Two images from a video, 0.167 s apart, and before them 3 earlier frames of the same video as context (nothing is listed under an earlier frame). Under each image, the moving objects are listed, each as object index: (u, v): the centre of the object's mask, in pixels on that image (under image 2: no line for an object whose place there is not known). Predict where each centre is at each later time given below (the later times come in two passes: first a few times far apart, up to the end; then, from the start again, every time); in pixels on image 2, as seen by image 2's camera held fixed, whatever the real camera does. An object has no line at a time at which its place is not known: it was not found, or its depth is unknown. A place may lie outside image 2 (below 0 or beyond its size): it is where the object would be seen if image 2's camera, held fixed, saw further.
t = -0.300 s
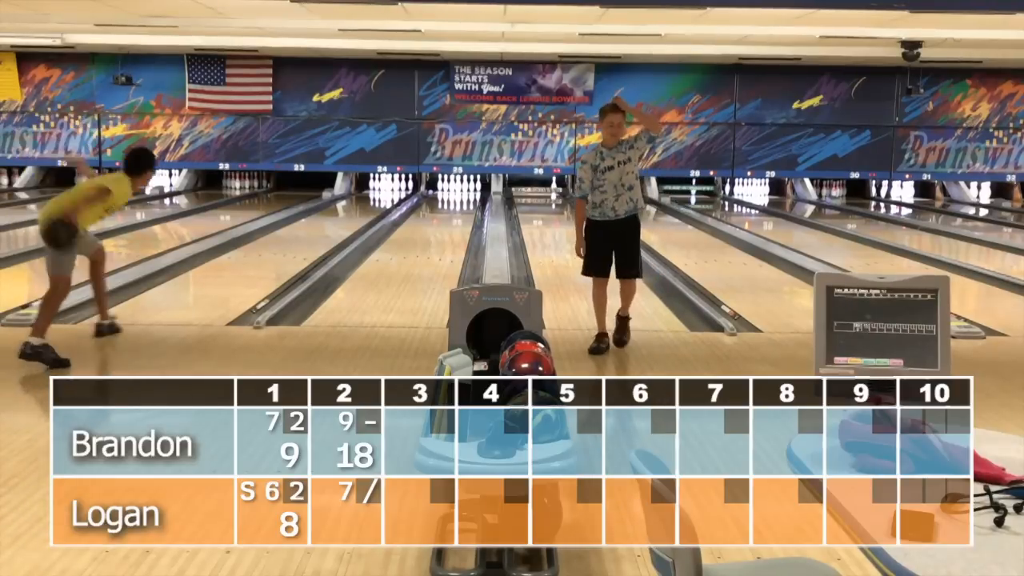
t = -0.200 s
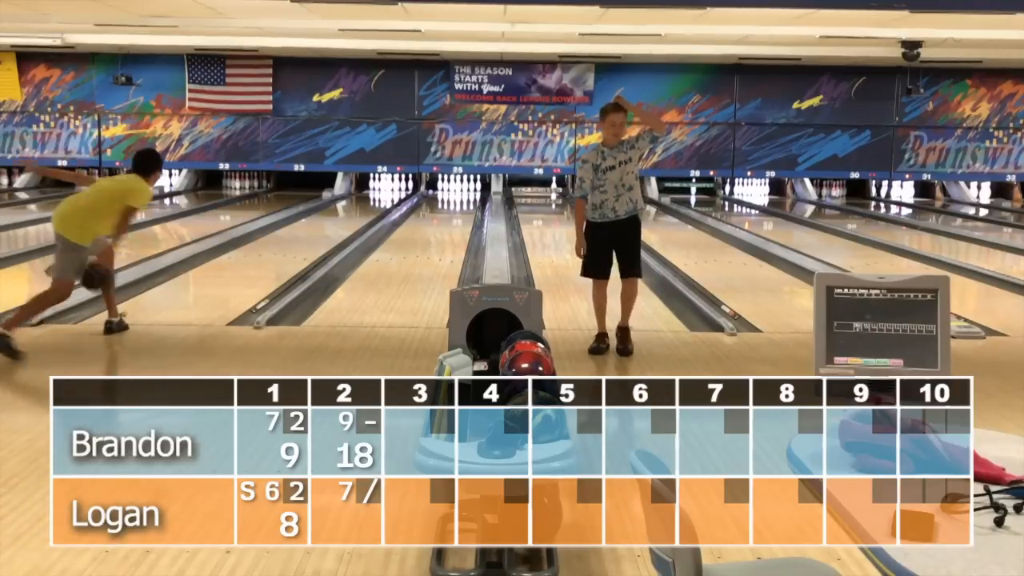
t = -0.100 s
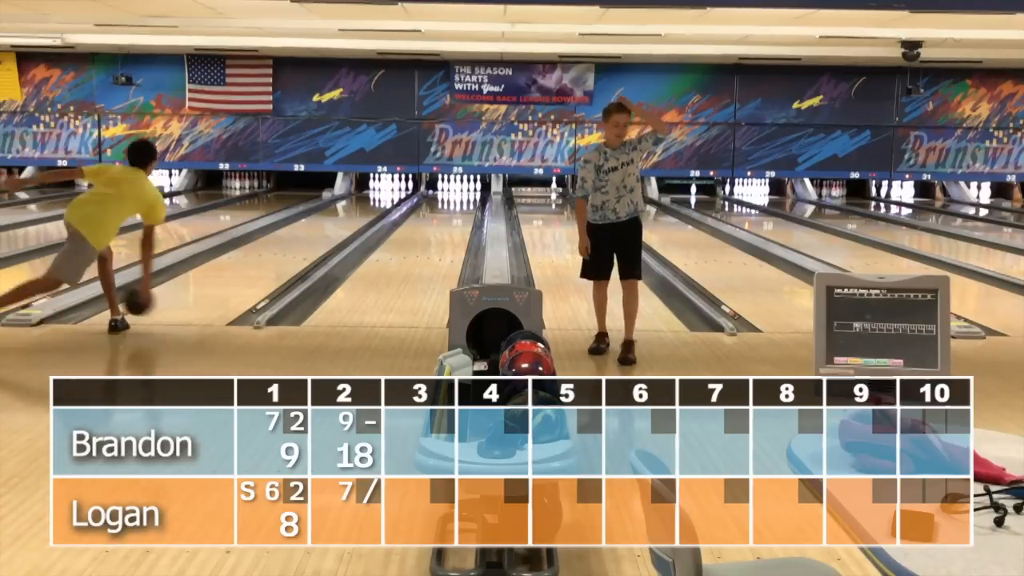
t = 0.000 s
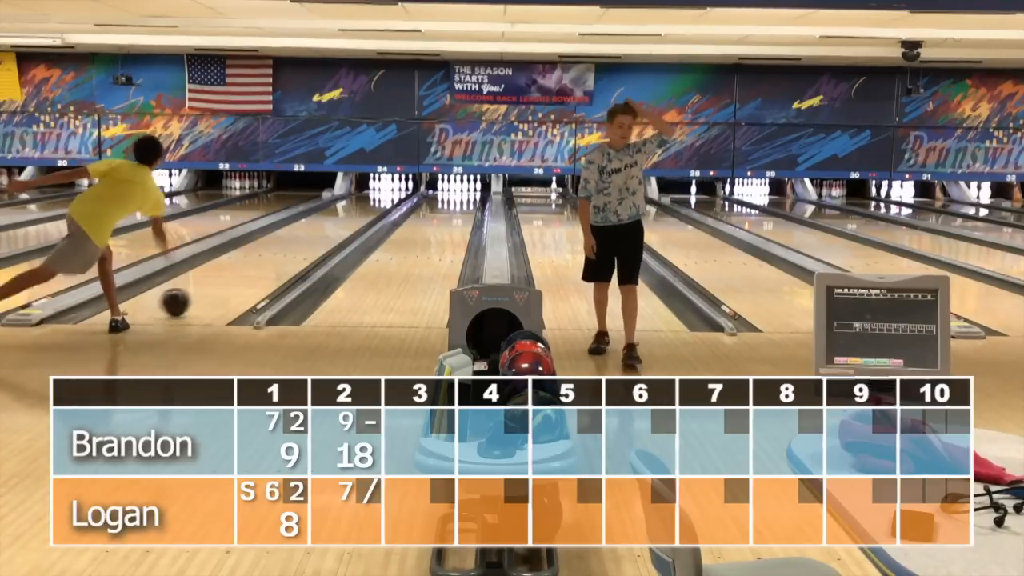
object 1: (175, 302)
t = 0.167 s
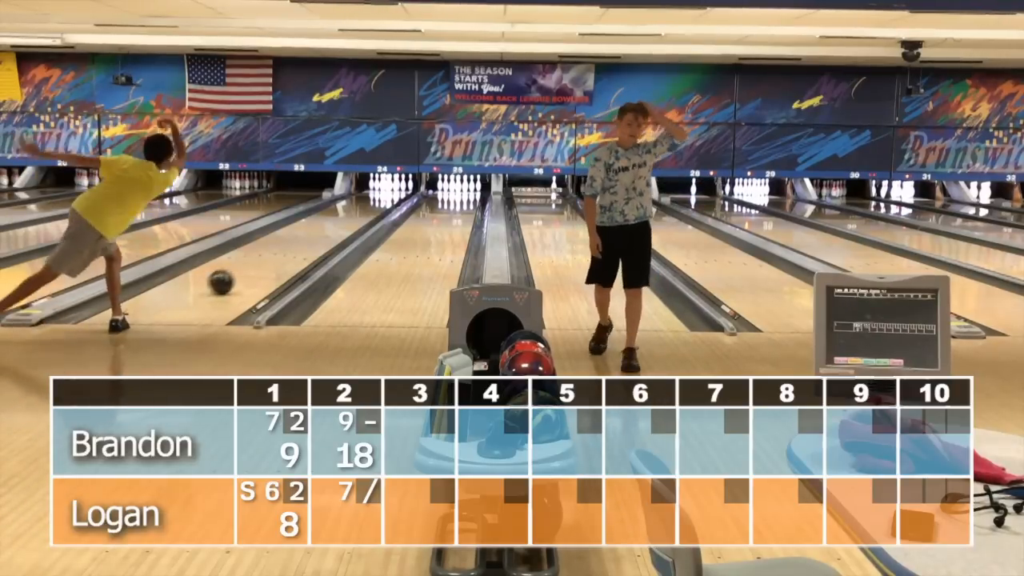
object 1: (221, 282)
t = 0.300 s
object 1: (249, 267)
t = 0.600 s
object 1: (297, 244)
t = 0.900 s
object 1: (329, 229)
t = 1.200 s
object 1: (352, 217)
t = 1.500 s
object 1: (367, 208)
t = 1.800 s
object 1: (379, 201)
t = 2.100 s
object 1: (387, 195)
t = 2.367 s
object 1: (391, 191)
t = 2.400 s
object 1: (391, 190)
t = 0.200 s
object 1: (229, 277)
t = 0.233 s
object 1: (236, 274)
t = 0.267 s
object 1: (243, 271)
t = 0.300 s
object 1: (249, 267)
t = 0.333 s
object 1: (256, 265)
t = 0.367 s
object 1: (262, 261)
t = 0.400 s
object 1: (267, 259)
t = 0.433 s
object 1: (273, 256)
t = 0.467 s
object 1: (278, 254)
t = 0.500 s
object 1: (283, 251)
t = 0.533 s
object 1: (288, 249)
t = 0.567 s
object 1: (292, 246)
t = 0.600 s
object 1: (297, 244)
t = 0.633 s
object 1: (301, 242)
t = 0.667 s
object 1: (305, 240)
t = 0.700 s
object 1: (308, 238)
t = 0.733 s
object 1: (312, 237)
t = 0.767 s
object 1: (316, 235)
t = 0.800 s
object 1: (319, 233)
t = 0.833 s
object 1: (322, 232)
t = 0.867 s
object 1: (326, 230)
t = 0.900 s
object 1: (329, 229)
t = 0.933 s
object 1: (332, 227)
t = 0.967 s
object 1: (335, 225)
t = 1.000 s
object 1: (338, 224)
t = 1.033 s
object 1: (341, 223)
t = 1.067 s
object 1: (343, 222)
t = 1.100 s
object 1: (345, 220)
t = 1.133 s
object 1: (347, 219)
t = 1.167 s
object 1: (349, 218)
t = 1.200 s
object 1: (352, 217)
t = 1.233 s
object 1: (354, 215)
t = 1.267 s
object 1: (356, 214)
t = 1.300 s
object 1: (358, 213)
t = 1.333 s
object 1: (360, 212)
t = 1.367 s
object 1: (362, 212)
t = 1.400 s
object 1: (363, 211)
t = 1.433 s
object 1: (364, 210)
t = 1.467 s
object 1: (366, 209)
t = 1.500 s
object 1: (367, 208)
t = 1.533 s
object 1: (370, 208)
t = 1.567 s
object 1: (371, 207)
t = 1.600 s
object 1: (373, 206)
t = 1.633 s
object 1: (373, 205)
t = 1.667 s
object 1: (375, 204)
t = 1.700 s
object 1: (376, 203)
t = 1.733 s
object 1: (377, 202)
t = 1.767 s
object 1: (377, 202)
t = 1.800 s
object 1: (379, 201)
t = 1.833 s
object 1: (380, 199)
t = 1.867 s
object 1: (381, 198)
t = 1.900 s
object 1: (384, 197)
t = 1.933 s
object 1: (385, 197)
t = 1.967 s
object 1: (384, 197)
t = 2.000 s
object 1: (385, 197)
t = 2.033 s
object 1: (386, 196)
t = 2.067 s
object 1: (386, 195)
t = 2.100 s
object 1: (387, 195)
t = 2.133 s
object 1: (388, 195)
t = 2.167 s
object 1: (388, 194)
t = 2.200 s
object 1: (389, 193)
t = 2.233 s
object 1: (390, 193)
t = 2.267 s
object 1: (390, 192)
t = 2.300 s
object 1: (390, 191)
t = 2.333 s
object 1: (391, 191)
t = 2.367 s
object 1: (391, 191)
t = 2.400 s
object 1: (391, 190)
